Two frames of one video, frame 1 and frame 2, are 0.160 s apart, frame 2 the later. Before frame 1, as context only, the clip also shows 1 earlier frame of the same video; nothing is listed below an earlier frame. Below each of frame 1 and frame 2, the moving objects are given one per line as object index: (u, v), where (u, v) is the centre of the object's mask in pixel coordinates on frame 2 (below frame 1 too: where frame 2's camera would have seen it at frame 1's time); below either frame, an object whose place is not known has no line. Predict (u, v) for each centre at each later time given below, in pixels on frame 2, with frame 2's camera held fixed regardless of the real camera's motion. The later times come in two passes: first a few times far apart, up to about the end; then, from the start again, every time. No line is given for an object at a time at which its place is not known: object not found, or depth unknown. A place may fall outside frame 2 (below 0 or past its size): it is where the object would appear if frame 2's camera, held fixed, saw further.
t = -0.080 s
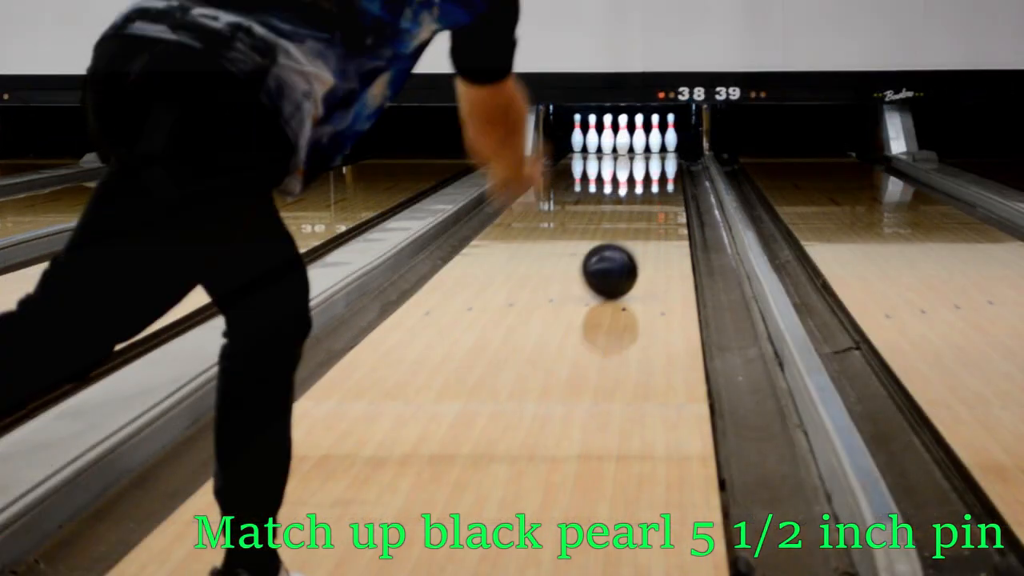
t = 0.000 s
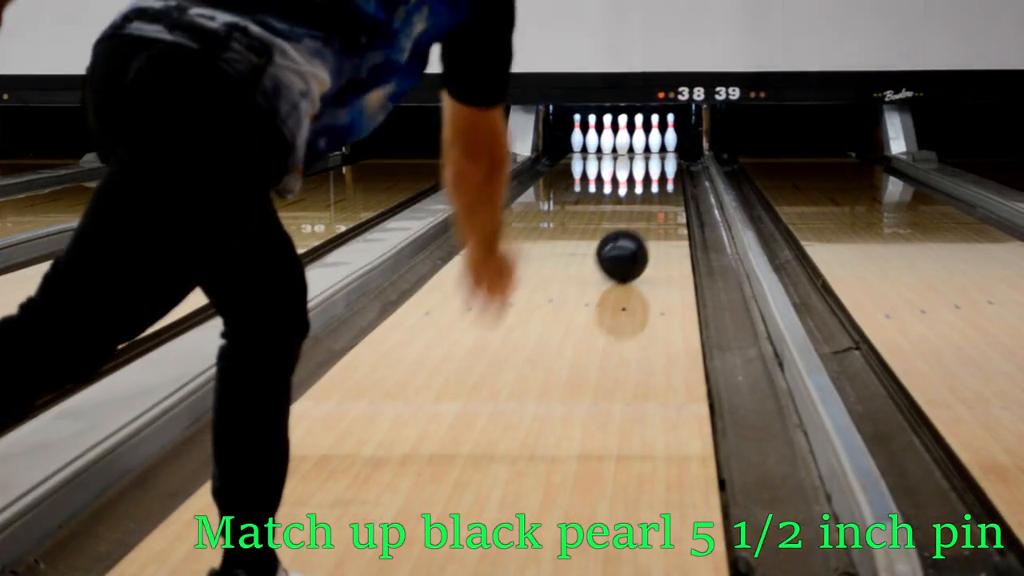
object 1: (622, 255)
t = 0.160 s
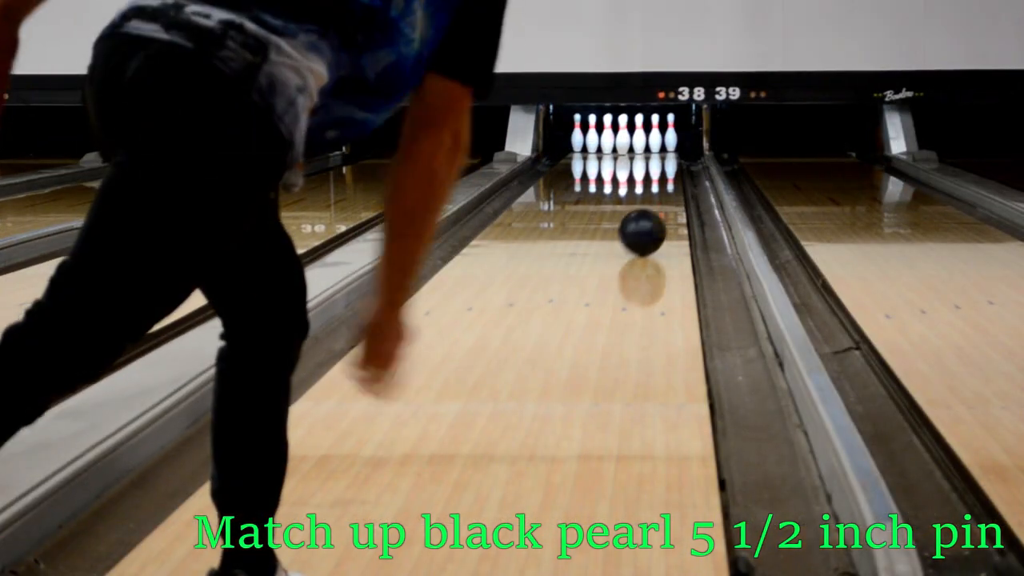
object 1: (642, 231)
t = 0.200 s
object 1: (646, 226)
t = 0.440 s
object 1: (666, 203)
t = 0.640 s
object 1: (675, 186)
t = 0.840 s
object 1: (680, 174)
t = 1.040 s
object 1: (678, 165)
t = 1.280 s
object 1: (667, 156)
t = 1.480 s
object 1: (653, 149)
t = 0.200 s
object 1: (646, 226)
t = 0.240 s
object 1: (650, 222)
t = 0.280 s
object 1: (654, 217)
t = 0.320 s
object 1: (657, 213)
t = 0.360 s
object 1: (660, 209)
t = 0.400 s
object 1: (662, 206)
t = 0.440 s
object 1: (666, 203)
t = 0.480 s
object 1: (667, 199)
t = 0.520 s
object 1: (670, 196)
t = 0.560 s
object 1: (672, 192)
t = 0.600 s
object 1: (673, 189)
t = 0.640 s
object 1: (675, 186)
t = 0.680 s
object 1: (677, 183)
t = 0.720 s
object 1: (678, 181)
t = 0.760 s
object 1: (679, 178)
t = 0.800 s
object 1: (680, 176)
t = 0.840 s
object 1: (680, 174)
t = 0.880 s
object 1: (680, 172)
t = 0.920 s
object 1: (680, 170)
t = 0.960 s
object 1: (680, 168)
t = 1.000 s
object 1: (678, 166)
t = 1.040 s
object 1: (678, 165)
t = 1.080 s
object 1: (677, 163)
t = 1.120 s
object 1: (676, 161)
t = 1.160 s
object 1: (675, 160)
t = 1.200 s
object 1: (673, 158)
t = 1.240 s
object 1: (669, 157)
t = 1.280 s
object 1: (667, 156)
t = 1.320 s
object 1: (665, 154)
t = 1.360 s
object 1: (662, 153)
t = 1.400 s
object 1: (658, 152)
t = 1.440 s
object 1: (656, 151)
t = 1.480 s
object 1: (653, 149)
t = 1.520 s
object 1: (649, 149)
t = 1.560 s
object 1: (645, 148)
